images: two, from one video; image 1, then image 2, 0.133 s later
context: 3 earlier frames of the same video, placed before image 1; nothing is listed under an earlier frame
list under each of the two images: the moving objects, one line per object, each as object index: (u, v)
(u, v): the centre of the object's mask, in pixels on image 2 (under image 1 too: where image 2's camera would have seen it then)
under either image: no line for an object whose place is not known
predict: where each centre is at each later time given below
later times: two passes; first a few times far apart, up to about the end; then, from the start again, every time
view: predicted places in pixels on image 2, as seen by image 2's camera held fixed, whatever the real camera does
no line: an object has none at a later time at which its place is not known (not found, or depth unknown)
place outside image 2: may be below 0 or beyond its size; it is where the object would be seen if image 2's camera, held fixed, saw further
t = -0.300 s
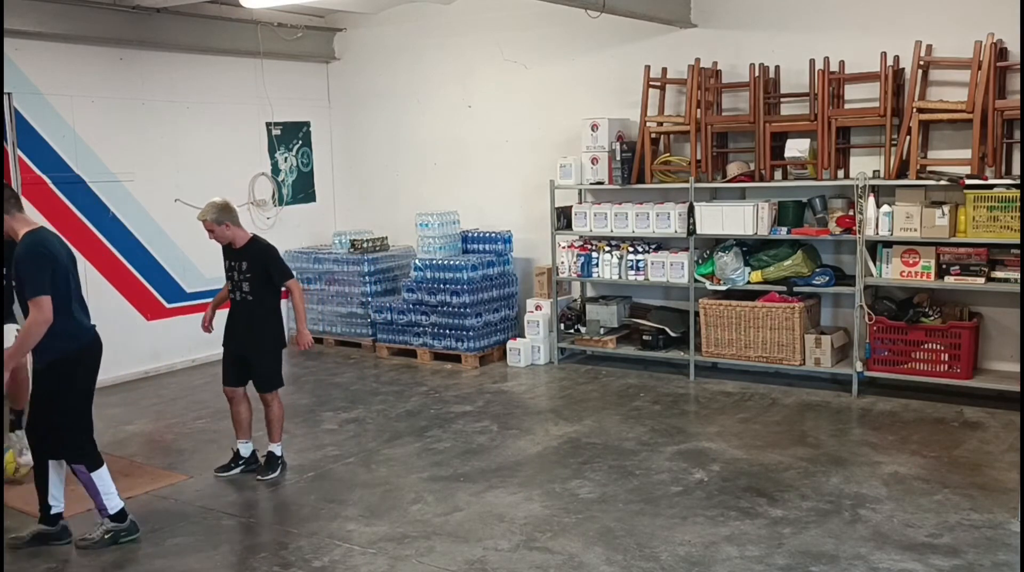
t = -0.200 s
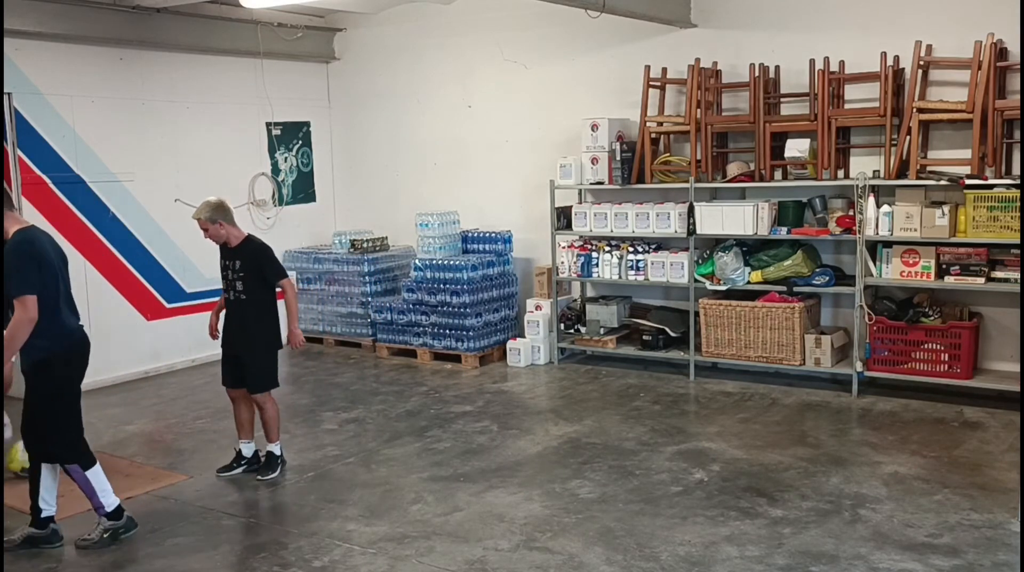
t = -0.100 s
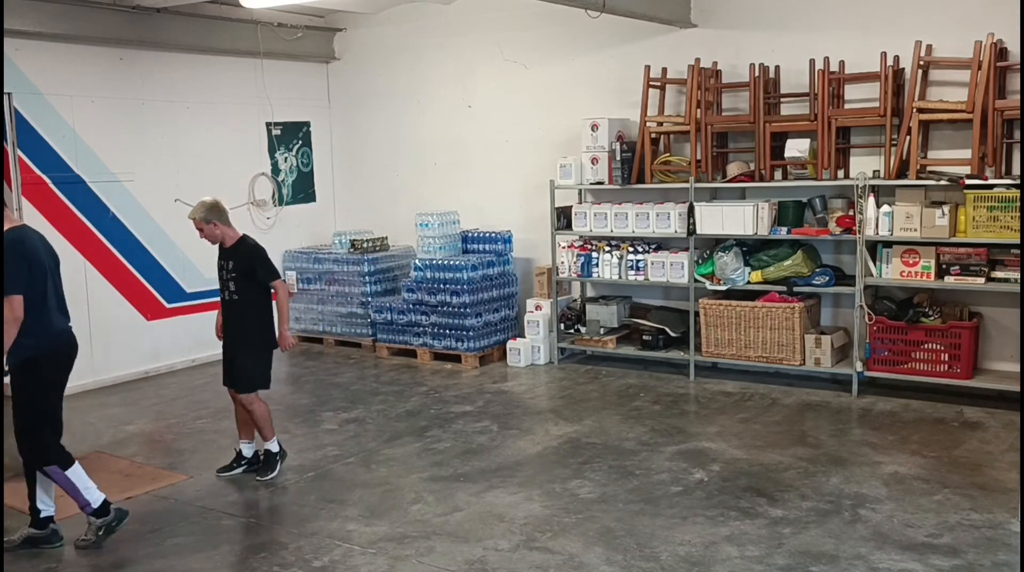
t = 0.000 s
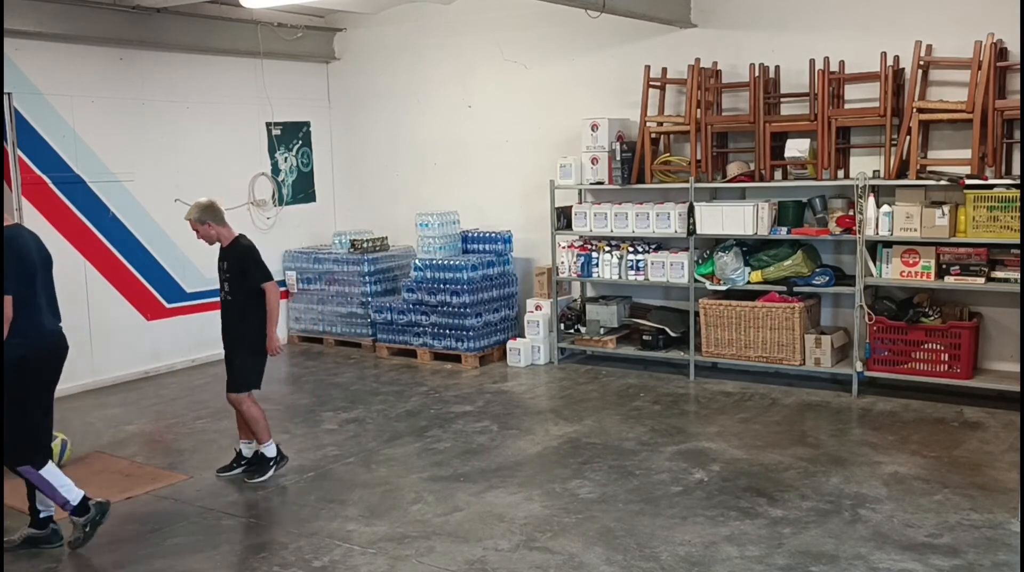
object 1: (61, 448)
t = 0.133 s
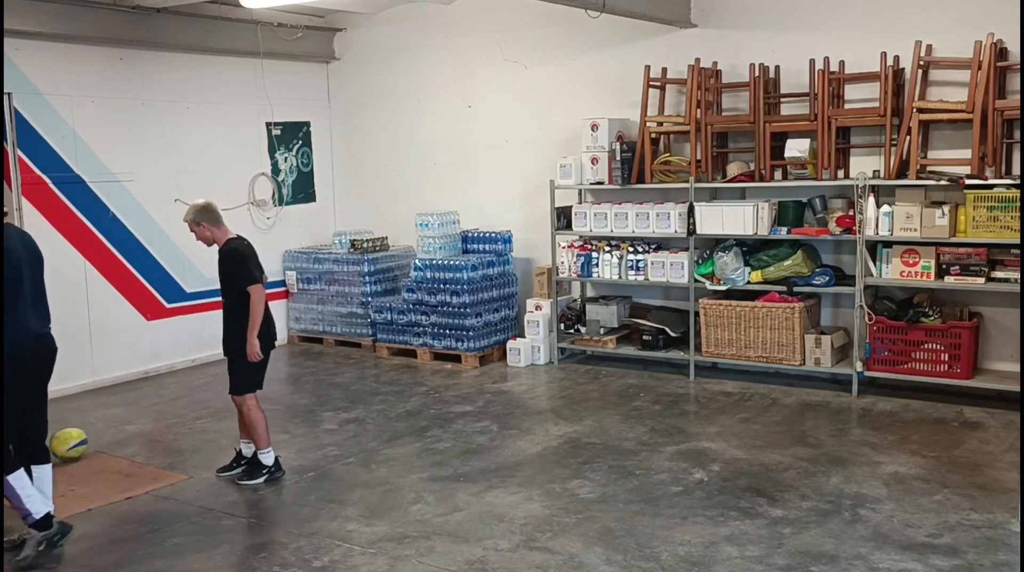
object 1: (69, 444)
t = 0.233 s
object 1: (80, 439)
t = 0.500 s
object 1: (107, 427)
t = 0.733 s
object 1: (126, 419)
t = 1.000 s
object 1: (148, 409)
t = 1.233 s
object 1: (164, 402)
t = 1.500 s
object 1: (180, 394)
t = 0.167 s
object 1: (73, 442)
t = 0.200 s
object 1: (77, 440)
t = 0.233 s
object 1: (80, 439)
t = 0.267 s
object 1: (84, 437)
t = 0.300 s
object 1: (87, 436)
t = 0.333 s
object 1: (90, 434)
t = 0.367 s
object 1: (93, 433)
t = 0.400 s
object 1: (97, 432)
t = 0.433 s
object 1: (100, 430)
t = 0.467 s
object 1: (103, 429)
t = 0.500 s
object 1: (107, 427)
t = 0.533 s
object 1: (109, 426)
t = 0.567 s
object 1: (112, 425)
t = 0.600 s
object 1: (115, 423)
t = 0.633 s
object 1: (118, 422)
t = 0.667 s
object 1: (120, 421)
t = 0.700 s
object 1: (123, 419)
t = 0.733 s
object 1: (126, 419)
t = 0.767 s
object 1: (129, 417)
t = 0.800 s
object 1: (132, 416)
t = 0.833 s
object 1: (135, 415)
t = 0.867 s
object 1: (137, 414)
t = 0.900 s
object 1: (140, 413)
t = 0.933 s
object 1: (143, 411)
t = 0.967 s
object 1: (145, 411)
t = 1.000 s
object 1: (148, 409)
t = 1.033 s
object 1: (150, 408)
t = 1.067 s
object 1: (152, 407)
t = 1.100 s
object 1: (154, 406)
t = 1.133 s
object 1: (157, 405)
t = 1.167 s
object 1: (159, 404)
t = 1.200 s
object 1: (161, 404)
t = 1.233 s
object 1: (164, 402)
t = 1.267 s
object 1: (166, 401)
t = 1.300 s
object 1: (167, 400)
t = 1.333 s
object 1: (170, 399)
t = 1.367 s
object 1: (172, 398)
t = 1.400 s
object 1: (173, 397)
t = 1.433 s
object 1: (175, 396)
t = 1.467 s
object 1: (177, 395)
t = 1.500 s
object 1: (180, 394)
